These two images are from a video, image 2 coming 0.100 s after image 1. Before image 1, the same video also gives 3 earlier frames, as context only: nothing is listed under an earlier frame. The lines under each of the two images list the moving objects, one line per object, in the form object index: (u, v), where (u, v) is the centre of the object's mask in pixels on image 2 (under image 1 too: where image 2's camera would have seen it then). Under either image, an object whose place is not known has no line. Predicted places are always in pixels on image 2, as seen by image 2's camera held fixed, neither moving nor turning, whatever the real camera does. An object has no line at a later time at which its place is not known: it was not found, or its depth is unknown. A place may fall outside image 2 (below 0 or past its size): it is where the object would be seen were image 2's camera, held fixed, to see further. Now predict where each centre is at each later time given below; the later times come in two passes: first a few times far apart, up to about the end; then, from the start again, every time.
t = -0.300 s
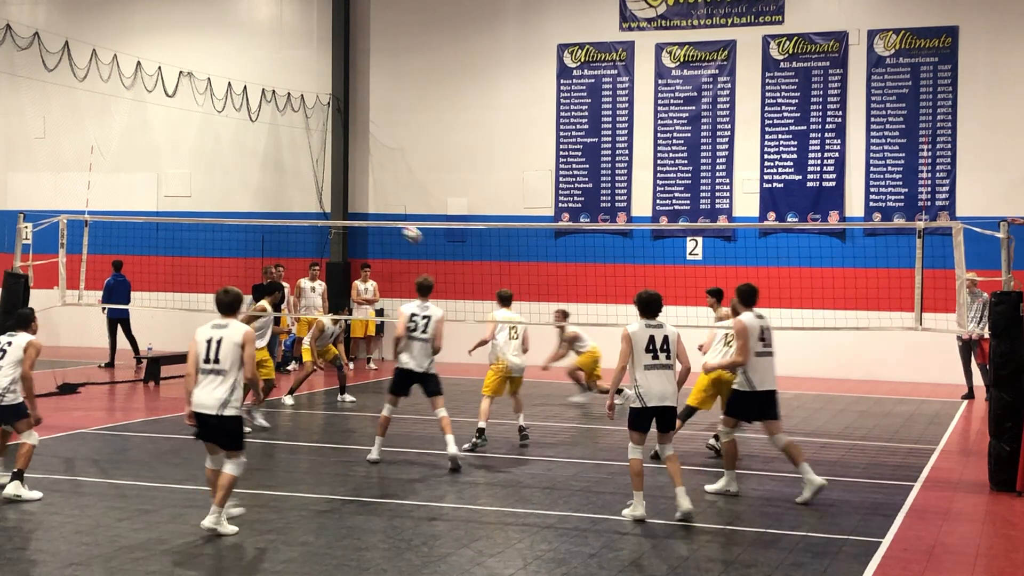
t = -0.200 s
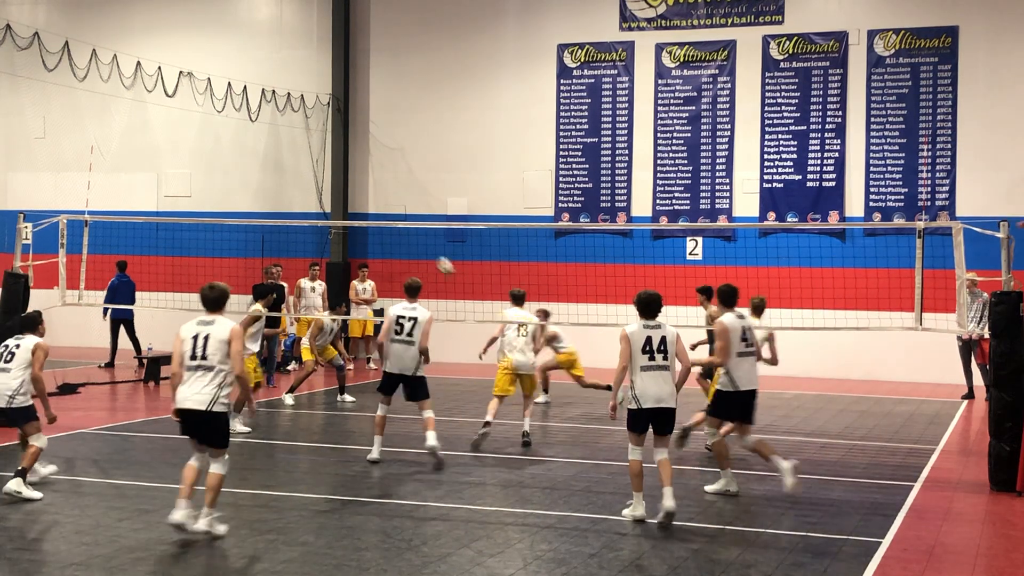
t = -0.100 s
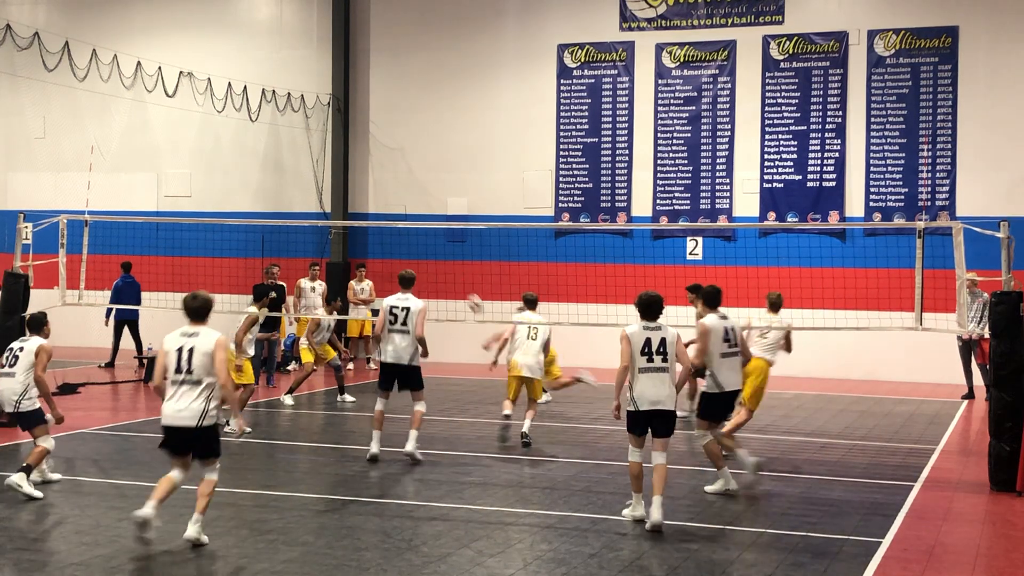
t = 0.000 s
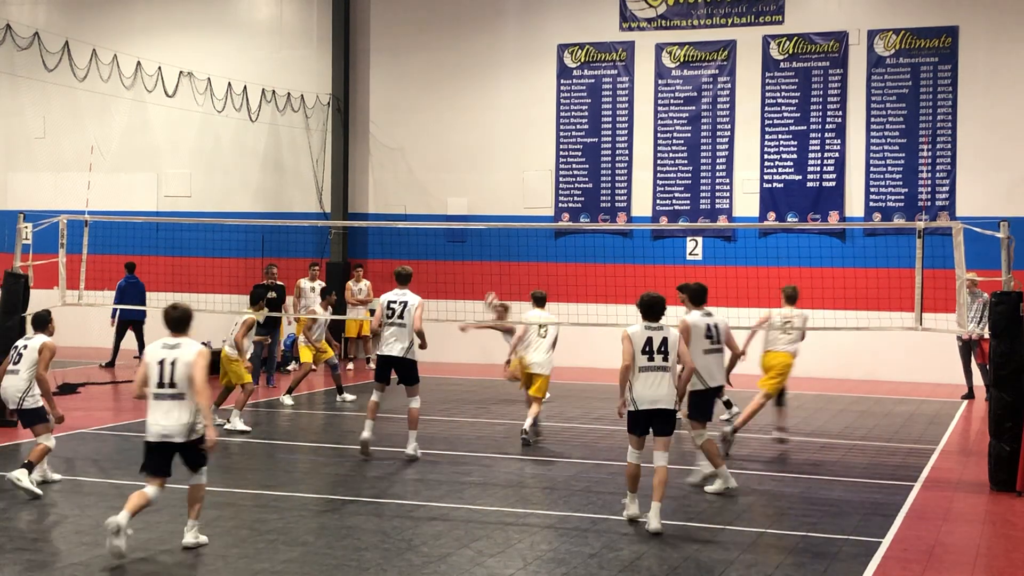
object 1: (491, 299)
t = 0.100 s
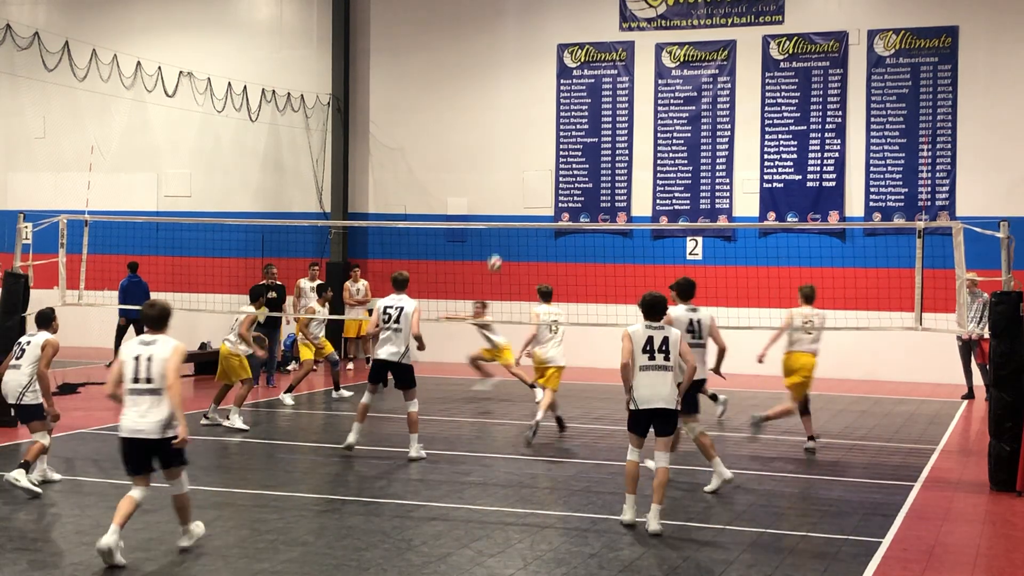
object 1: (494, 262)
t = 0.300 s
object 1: (502, 208)
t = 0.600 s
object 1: (514, 175)
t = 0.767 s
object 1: (521, 186)
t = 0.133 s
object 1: (495, 251)
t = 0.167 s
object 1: (497, 241)
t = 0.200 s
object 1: (498, 233)
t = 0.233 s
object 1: (500, 220)
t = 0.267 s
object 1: (501, 214)
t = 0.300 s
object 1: (502, 208)
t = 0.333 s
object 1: (503, 201)
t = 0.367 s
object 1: (504, 195)
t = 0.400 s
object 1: (506, 190)
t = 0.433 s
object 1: (507, 186)
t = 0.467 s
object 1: (509, 182)
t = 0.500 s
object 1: (510, 179)
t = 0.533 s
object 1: (512, 177)
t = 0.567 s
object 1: (513, 176)
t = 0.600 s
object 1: (514, 175)
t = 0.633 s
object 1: (516, 176)
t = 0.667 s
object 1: (518, 177)
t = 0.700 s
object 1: (519, 179)
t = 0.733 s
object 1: (520, 182)
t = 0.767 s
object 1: (521, 186)
